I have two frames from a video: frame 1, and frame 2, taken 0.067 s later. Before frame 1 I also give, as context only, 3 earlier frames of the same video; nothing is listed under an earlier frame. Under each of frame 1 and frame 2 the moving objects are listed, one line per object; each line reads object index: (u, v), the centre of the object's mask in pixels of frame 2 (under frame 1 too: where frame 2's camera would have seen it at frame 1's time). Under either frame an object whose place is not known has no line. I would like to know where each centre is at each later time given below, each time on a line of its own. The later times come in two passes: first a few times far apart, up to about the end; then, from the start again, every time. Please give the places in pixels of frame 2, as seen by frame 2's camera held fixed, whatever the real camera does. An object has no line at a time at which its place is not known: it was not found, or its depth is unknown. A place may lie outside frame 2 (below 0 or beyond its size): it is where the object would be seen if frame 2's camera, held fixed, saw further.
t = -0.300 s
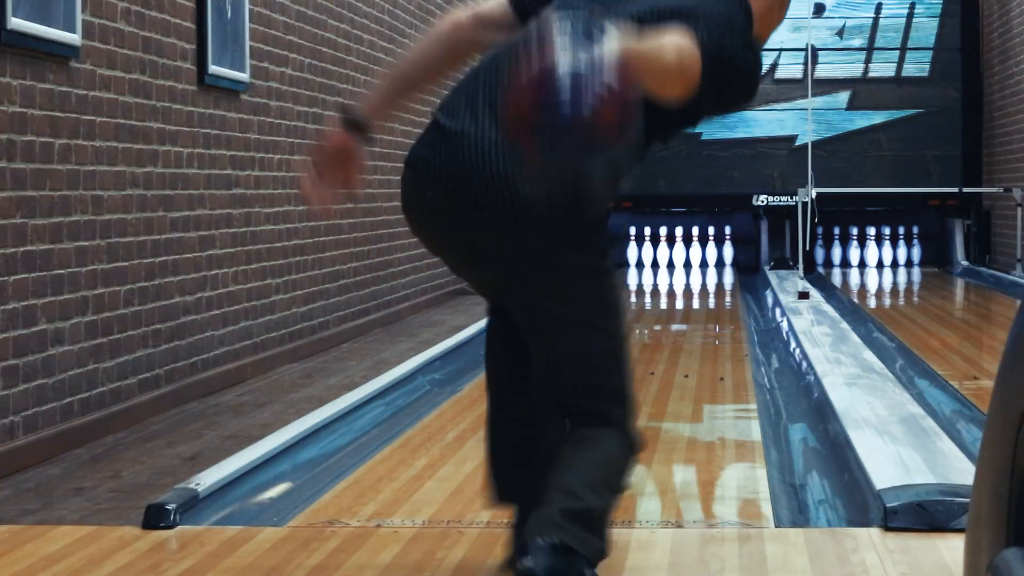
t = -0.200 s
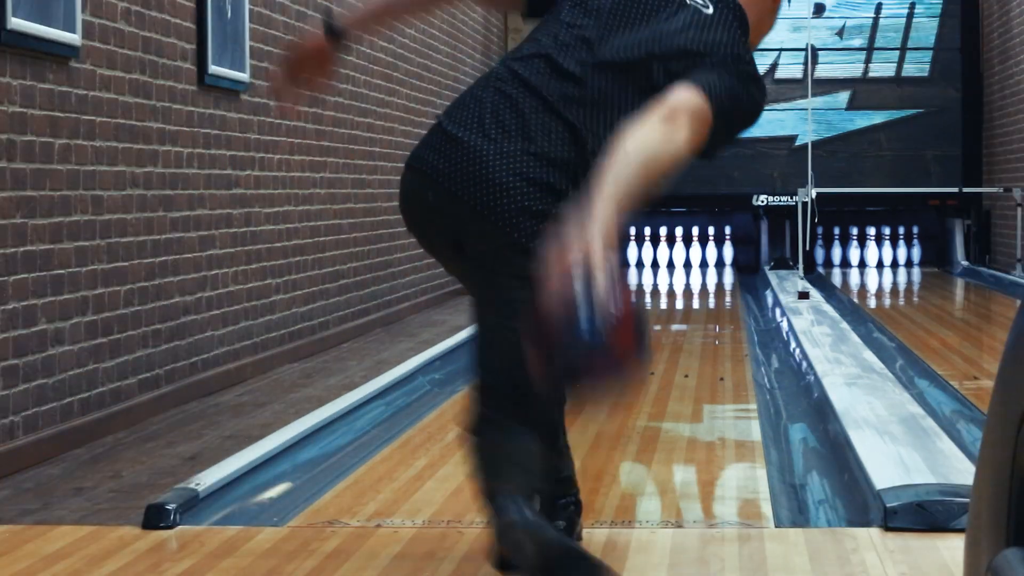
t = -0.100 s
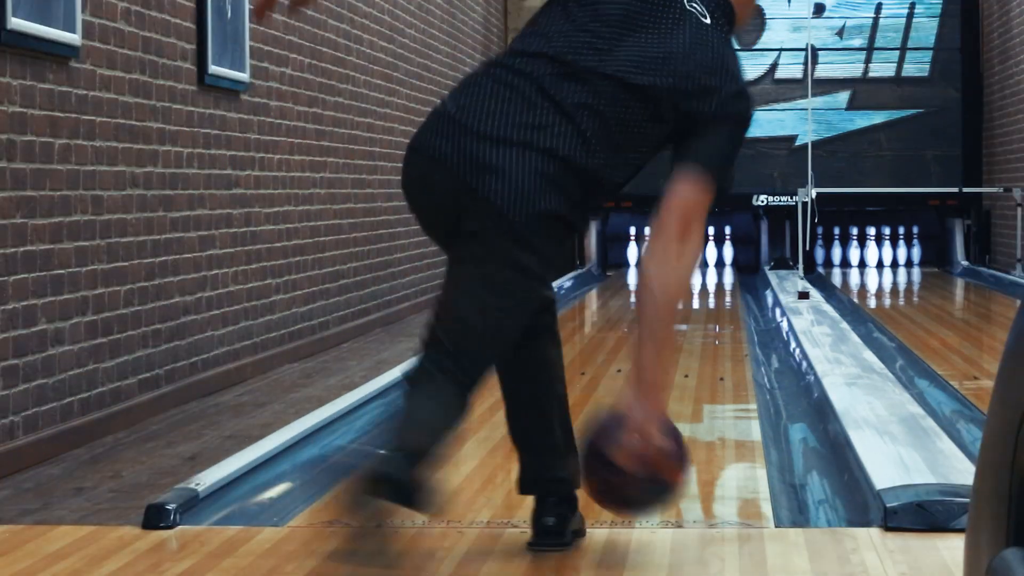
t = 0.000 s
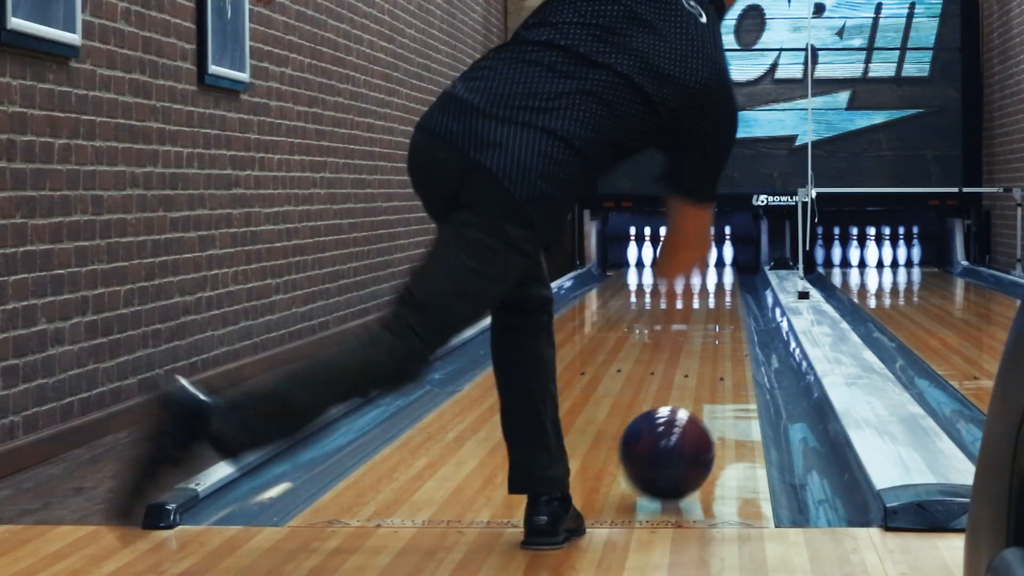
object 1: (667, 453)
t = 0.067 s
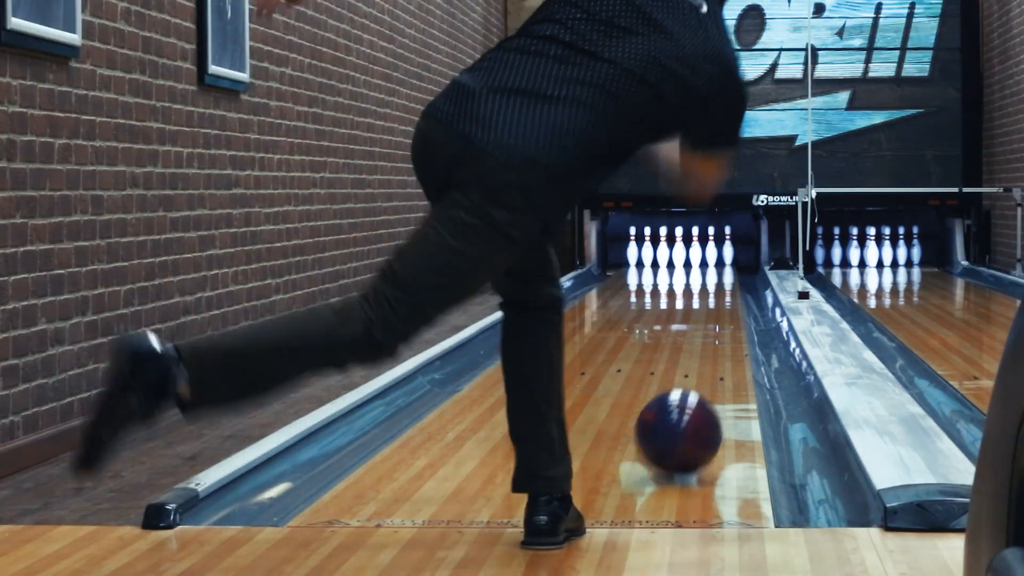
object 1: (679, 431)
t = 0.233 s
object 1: (700, 392)
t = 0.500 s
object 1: (719, 347)
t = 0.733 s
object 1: (728, 321)
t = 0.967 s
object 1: (732, 303)
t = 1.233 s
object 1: (733, 288)
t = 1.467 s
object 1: (731, 278)
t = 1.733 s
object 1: (725, 269)
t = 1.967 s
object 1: (711, 263)
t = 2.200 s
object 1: (695, 259)
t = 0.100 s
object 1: (684, 424)
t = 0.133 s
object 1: (688, 416)
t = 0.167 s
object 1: (692, 407)
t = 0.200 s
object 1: (696, 399)
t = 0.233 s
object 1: (700, 392)
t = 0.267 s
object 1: (703, 385)
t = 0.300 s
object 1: (706, 379)
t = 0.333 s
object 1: (708, 372)
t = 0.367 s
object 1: (711, 367)
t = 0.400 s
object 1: (713, 362)
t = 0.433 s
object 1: (715, 357)
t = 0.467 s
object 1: (717, 352)
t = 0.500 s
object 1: (719, 347)
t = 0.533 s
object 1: (721, 343)
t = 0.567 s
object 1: (722, 339)
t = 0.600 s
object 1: (723, 335)
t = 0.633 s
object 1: (725, 331)
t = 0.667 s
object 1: (726, 328)
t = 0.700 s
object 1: (727, 324)
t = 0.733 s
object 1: (728, 321)
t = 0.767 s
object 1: (729, 319)
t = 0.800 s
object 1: (730, 316)
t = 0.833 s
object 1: (731, 314)
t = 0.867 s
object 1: (731, 310)
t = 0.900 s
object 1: (731, 308)
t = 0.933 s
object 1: (732, 305)
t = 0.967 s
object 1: (732, 303)
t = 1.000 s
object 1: (732, 301)
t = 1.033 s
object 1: (733, 299)
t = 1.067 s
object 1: (733, 297)
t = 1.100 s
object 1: (733, 295)
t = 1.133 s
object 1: (733, 293)
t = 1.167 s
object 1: (732, 292)
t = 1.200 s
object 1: (733, 290)
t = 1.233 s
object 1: (733, 288)
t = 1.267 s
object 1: (733, 287)
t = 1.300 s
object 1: (733, 284)
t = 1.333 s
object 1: (732, 283)
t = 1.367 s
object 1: (732, 282)
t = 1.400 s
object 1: (732, 280)
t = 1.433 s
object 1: (732, 279)
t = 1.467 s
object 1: (731, 278)
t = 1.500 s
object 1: (731, 277)
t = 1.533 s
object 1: (730, 276)
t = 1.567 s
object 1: (730, 275)
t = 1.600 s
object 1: (729, 274)
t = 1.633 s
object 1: (728, 273)
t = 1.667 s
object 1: (727, 271)
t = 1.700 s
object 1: (726, 270)
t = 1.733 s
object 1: (725, 269)
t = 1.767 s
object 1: (723, 268)
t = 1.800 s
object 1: (721, 267)
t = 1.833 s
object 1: (720, 267)
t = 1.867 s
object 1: (718, 265)
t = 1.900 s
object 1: (716, 265)
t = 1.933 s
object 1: (714, 264)
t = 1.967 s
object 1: (711, 263)
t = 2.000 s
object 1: (709, 263)
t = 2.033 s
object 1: (706, 262)
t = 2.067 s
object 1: (704, 261)
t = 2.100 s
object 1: (702, 260)
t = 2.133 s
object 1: (699, 259)
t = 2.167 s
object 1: (697, 259)
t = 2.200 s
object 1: (695, 259)
